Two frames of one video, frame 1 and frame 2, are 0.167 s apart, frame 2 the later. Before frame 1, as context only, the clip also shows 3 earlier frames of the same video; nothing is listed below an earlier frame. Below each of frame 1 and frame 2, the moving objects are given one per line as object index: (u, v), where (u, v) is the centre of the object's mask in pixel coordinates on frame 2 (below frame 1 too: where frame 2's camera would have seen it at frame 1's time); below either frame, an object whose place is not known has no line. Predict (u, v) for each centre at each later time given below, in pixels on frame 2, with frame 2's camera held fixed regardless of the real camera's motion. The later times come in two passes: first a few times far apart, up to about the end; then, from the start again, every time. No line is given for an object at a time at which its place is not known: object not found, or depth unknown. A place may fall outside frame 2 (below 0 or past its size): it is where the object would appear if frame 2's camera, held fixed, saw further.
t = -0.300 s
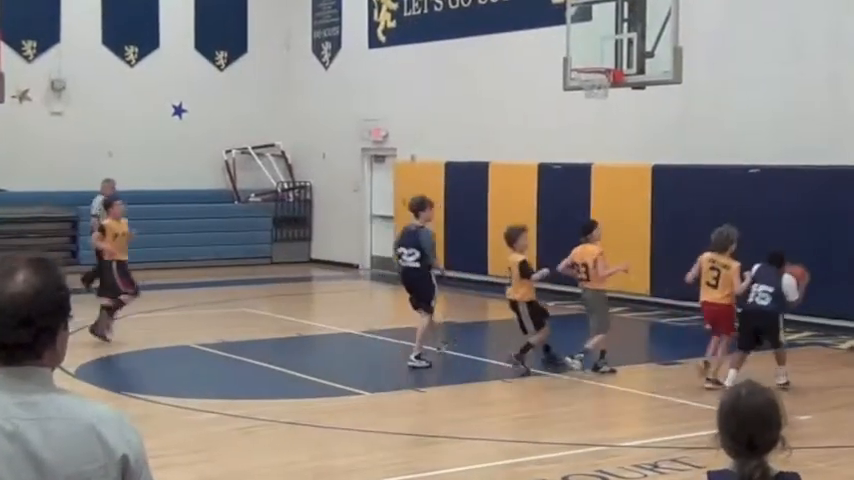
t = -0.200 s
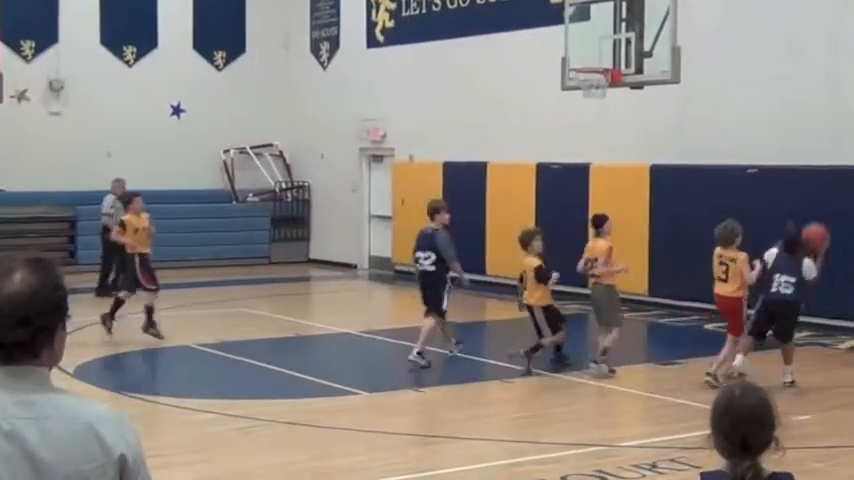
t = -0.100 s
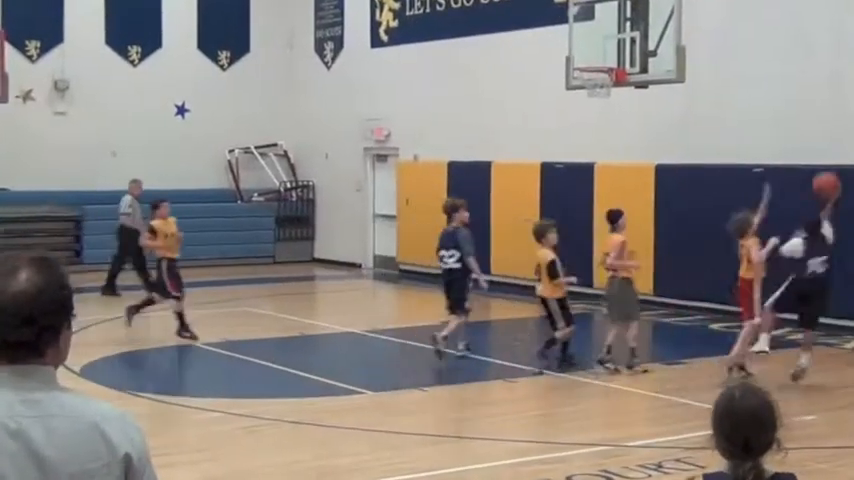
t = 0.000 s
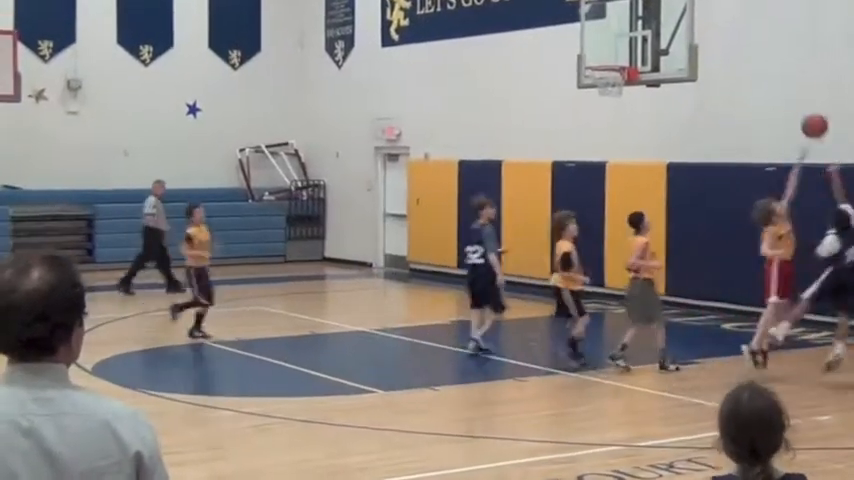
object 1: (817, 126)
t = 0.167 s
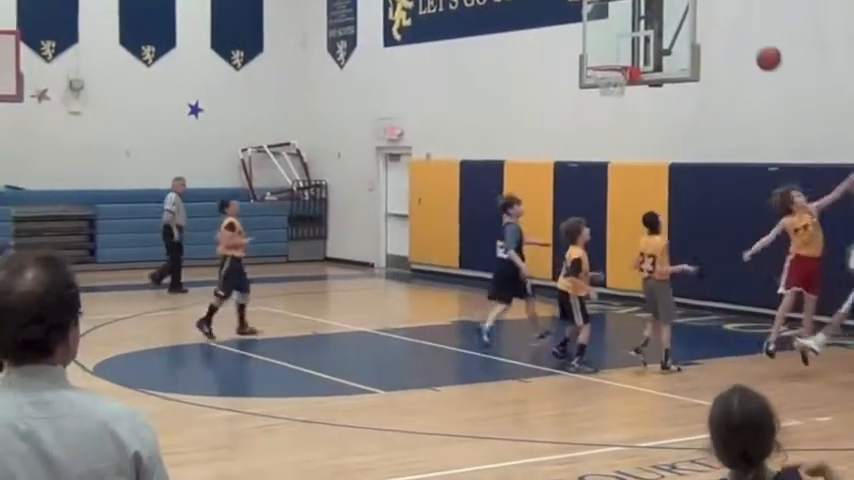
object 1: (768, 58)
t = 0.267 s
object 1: (741, 34)
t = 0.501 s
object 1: (684, 18)
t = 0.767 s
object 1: (624, 60)
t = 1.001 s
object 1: (663, 61)
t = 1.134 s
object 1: (686, 83)
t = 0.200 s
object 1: (759, 49)
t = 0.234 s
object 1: (750, 41)
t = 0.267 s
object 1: (741, 34)
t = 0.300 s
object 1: (733, 28)
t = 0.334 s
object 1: (724, 24)
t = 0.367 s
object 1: (715, 20)
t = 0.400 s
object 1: (707, 18)
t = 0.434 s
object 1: (699, 17)
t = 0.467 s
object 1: (692, 17)
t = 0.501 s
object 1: (684, 18)
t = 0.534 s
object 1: (675, 20)
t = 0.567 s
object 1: (668, 23)
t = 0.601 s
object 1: (660, 27)
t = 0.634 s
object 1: (652, 31)
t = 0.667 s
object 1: (646, 38)
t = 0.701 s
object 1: (638, 44)
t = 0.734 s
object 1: (631, 53)
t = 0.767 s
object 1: (624, 60)
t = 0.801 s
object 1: (628, 59)
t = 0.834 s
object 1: (635, 56)
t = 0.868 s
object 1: (640, 56)
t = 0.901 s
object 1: (647, 56)
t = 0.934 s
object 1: (649, 56)
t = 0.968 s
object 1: (657, 58)
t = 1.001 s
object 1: (663, 61)
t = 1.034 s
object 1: (669, 64)
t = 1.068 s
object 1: (674, 69)
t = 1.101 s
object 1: (680, 75)
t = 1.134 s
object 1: (686, 83)
